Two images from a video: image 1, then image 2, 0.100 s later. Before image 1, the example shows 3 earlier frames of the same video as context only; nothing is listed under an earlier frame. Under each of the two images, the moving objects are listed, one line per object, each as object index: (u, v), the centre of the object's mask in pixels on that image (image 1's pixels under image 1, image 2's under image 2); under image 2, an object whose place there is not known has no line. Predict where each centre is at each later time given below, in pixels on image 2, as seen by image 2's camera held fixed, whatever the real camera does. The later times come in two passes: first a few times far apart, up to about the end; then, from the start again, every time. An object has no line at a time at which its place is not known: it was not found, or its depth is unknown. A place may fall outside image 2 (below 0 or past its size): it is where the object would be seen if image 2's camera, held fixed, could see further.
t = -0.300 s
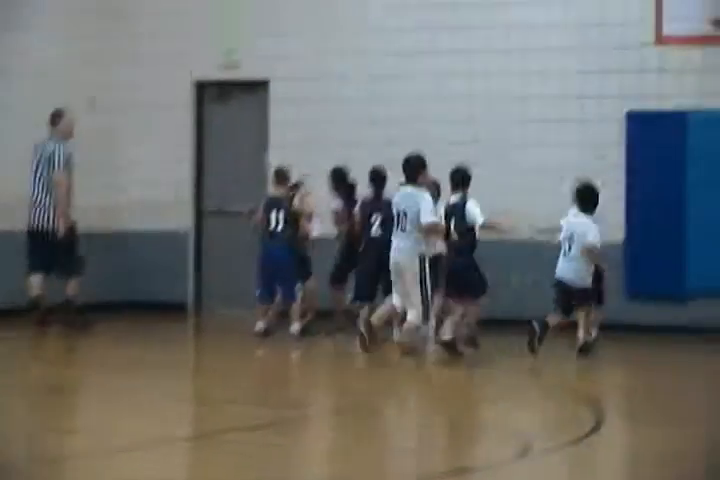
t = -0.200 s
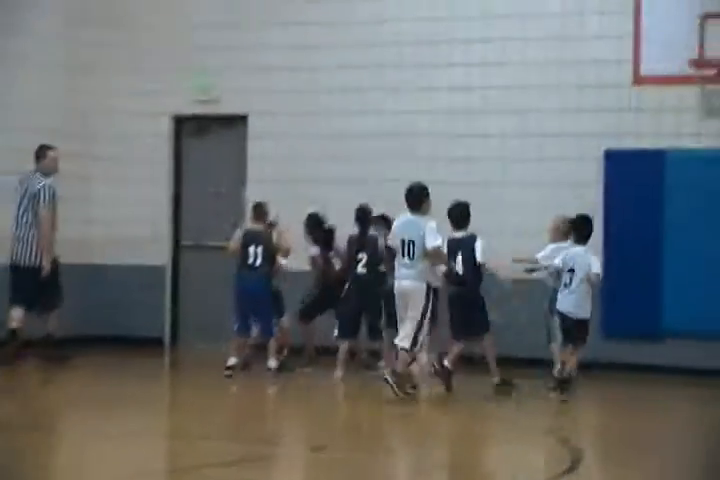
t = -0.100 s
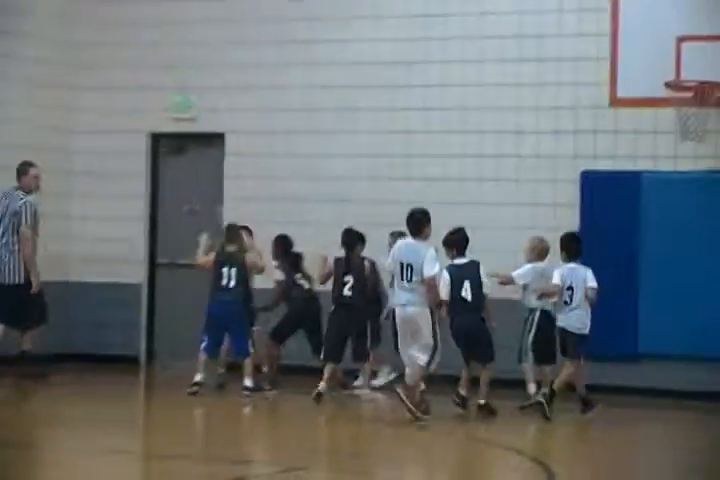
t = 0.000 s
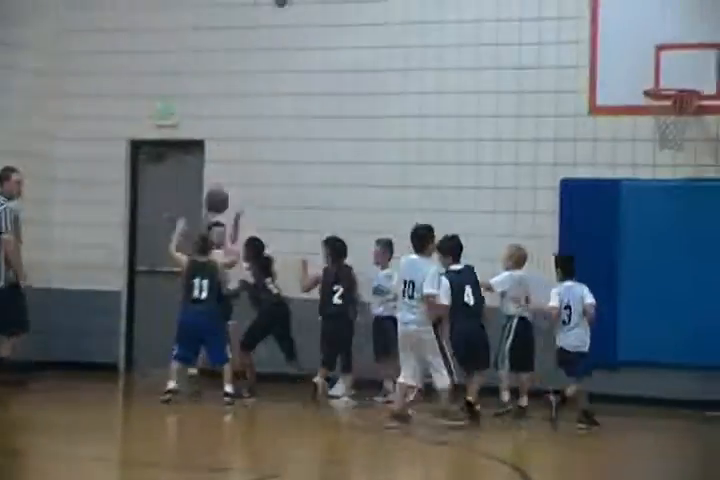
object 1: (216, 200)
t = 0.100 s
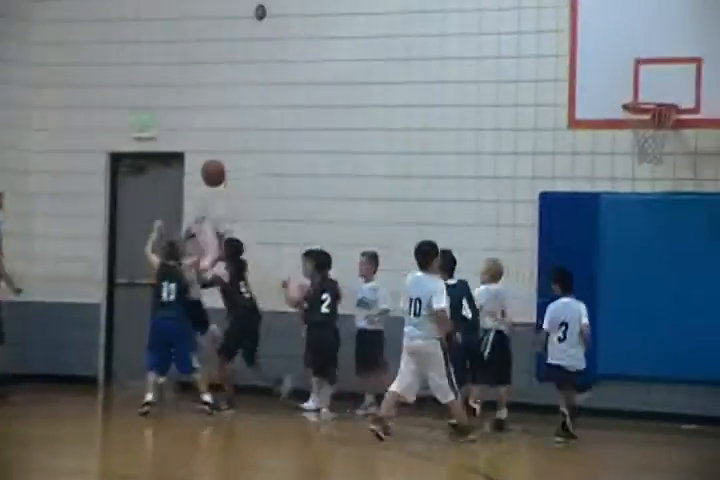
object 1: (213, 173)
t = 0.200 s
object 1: (230, 144)
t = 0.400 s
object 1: (266, 124)
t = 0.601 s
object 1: (303, 156)
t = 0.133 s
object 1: (218, 162)
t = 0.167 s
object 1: (225, 153)
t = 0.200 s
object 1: (230, 144)
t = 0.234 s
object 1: (236, 138)
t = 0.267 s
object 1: (242, 132)
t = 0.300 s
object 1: (248, 127)
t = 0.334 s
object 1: (254, 125)
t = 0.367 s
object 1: (261, 124)
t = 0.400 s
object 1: (266, 124)
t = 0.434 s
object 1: (272, 126)
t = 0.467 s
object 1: (278, 129)
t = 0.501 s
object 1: (285, 133)
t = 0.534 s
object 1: (291, 139)
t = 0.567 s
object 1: (297, 147)
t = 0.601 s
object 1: (303, 156)
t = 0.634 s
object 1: (309, 167)
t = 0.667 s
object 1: (315, 181)
